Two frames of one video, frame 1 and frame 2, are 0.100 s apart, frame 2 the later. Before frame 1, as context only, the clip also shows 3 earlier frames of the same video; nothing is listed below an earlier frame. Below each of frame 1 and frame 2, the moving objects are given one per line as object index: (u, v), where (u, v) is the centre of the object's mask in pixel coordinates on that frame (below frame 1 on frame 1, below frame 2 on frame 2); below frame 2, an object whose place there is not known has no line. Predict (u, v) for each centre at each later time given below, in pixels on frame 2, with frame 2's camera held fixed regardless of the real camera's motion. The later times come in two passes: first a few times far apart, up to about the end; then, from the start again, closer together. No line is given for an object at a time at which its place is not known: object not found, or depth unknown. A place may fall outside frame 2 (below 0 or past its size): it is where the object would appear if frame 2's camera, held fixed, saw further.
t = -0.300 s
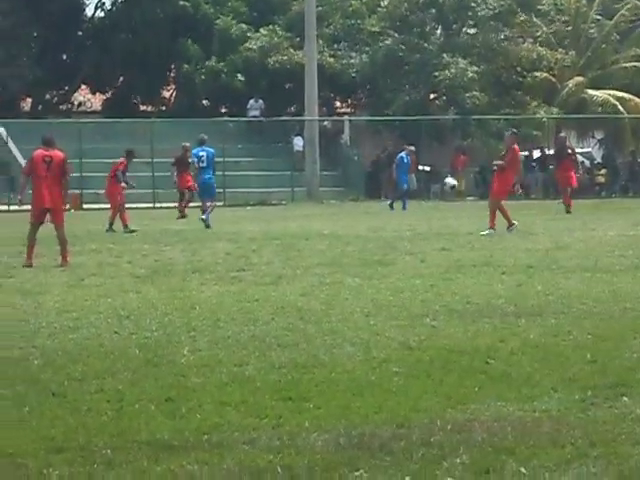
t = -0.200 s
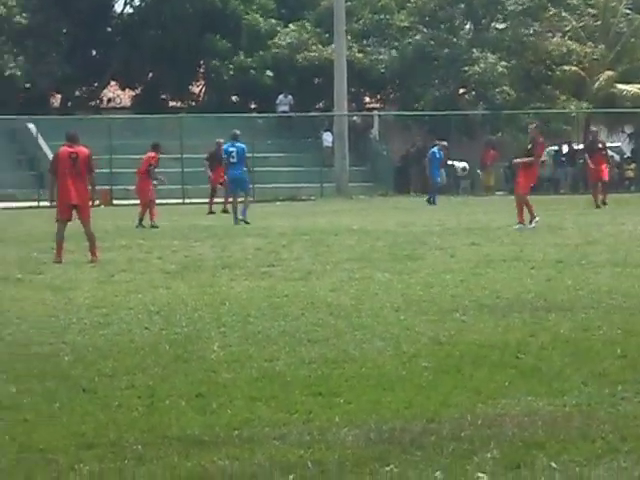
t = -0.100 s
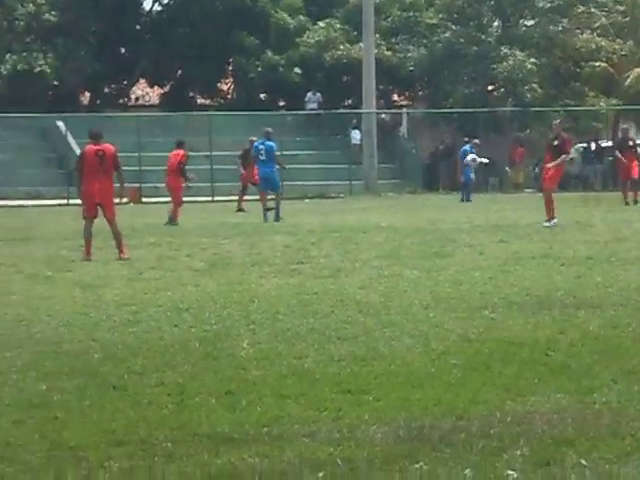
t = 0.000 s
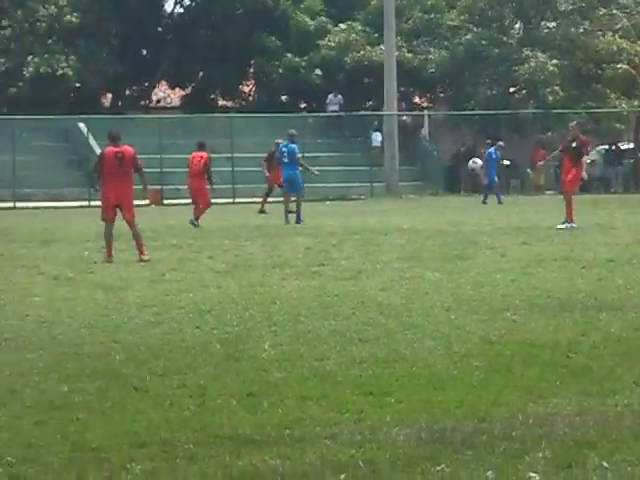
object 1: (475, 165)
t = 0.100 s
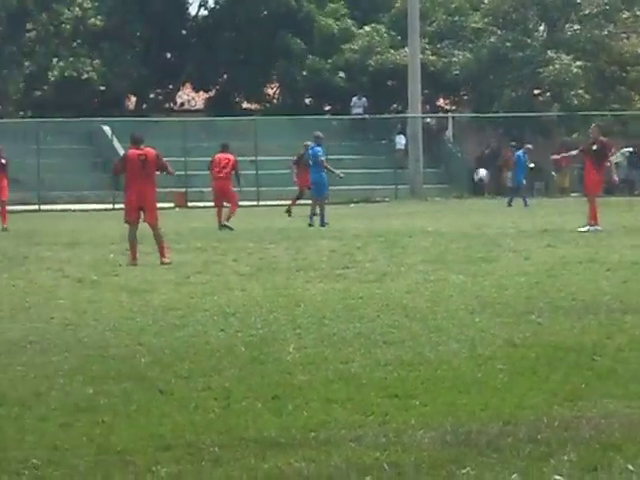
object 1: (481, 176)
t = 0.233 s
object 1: (457, 196)
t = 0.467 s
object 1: (433, 218)
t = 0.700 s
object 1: (447, 190)
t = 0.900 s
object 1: (460, 197)
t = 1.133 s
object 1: (476, 240)
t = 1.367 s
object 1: (481, 215)
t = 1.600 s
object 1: (485, 230)
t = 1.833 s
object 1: (488, 237)
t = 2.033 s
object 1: (491, 246)
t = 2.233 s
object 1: (492, 248)
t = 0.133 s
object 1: (475, 180)
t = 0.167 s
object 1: (469, 184)
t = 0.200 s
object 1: (464, 190)
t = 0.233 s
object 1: (457, 196)
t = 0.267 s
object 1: (450, 204)
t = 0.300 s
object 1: (444, 212)
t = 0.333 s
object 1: (438, 221)
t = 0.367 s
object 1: (432, 230)
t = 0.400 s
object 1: (429, 233)
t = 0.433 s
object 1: (431, 225)
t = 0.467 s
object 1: (433, 218)
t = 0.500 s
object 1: (436, 211)
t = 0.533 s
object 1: (437, 206)
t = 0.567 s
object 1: (440, 201)
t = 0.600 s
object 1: (442, 196)
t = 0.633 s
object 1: (443, 194)
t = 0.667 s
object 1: (445, 192)
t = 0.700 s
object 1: (447, 190)
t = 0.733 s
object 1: (449, 190)
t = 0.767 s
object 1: (452, 190)
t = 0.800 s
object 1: (454, 191)
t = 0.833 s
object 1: (456, 191)
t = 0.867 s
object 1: (458, 193)
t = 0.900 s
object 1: (460, 197)
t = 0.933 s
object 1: (462, 200)
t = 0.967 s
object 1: (465, 205)
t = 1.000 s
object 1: (466, 210)
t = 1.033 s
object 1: (469, 217)
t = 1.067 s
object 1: (470, 223)
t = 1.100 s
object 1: (472, 232)
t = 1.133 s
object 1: (476, 240)
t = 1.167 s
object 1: (475, 236)
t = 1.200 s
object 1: (476, 231)
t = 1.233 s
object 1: (477, 227)
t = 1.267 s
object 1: (478, 223)
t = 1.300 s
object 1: (479, 219)
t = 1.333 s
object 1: (479, 217)
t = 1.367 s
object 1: (481, 215)
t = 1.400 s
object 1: (481, 215)
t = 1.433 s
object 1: (481, 216)
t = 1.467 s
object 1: (482, 217)
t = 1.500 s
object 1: (483, 219)
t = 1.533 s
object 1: (484, 222)
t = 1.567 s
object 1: (485, 226)
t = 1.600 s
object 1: (485, 230)
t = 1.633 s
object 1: (486, 236)
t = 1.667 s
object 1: (486, 242)
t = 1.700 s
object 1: (487, 244)
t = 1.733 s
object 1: (488, 241)
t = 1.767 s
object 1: (488, 238)
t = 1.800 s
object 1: (488, 238)
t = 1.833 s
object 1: (488, 237)
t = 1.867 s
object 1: (488, 237)
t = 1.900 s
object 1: (489, 239)
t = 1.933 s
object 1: (491, 241)
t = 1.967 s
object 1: (490, 243)
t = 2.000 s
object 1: (491, 247)
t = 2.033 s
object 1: (491, 246)
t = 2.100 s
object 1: (492, 244)
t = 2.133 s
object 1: (492, 243)
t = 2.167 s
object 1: (492, 244)
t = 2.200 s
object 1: (492, 246)
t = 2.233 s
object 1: (492, 248)
